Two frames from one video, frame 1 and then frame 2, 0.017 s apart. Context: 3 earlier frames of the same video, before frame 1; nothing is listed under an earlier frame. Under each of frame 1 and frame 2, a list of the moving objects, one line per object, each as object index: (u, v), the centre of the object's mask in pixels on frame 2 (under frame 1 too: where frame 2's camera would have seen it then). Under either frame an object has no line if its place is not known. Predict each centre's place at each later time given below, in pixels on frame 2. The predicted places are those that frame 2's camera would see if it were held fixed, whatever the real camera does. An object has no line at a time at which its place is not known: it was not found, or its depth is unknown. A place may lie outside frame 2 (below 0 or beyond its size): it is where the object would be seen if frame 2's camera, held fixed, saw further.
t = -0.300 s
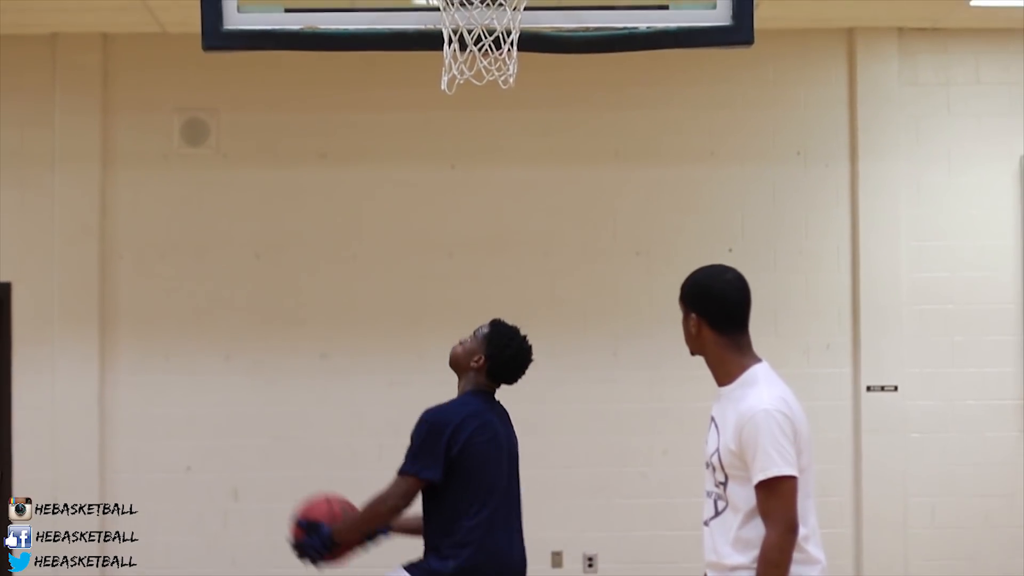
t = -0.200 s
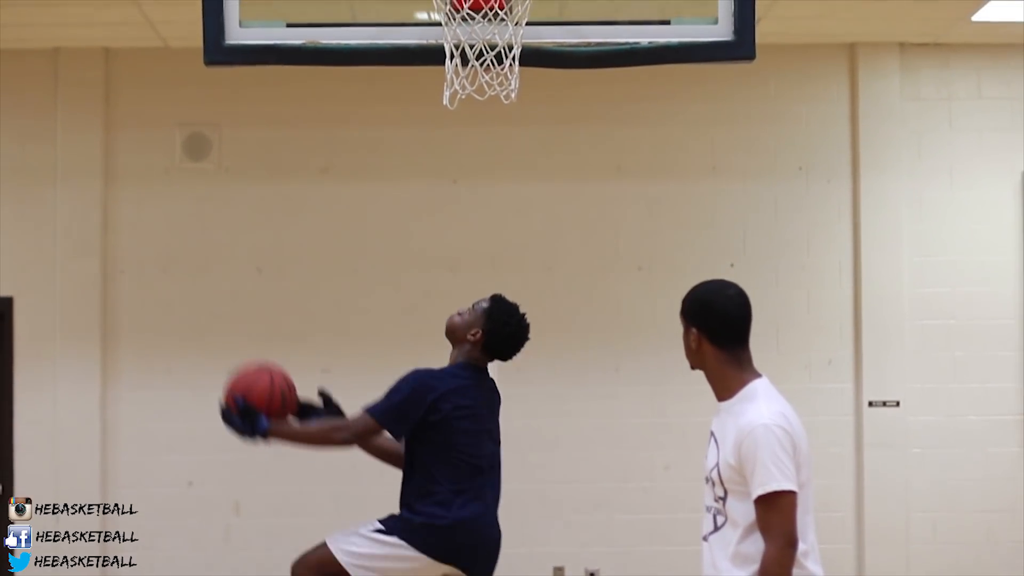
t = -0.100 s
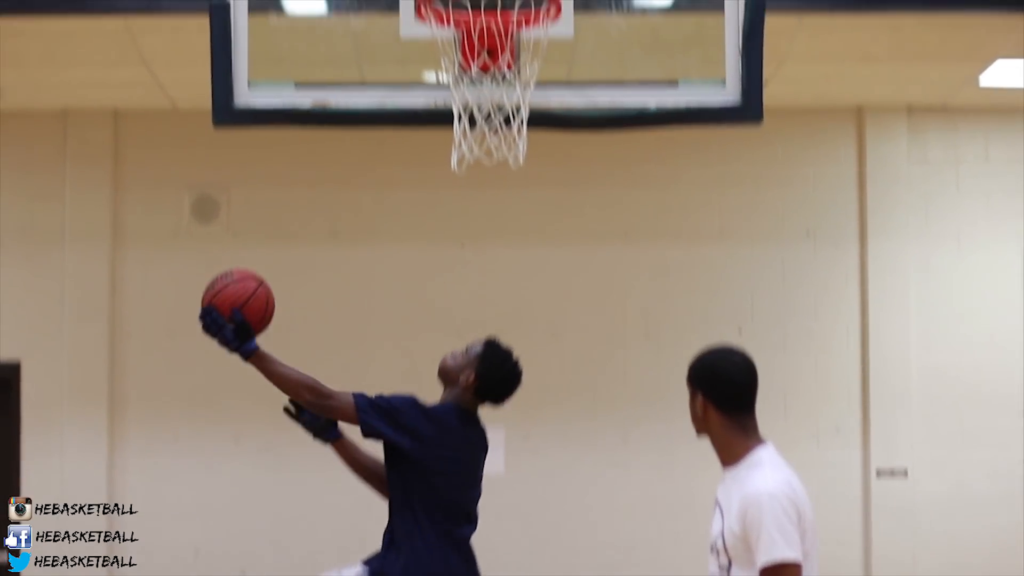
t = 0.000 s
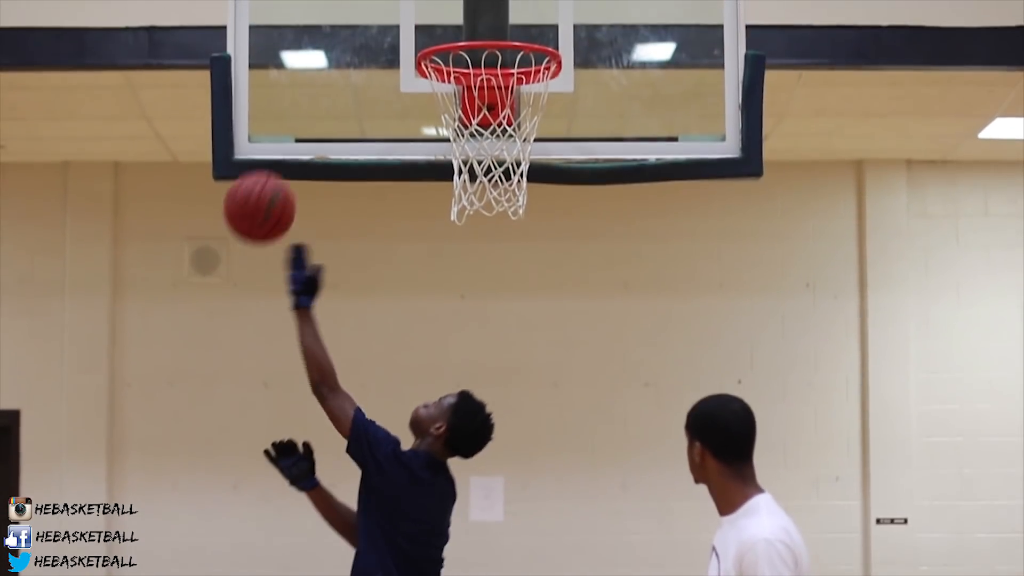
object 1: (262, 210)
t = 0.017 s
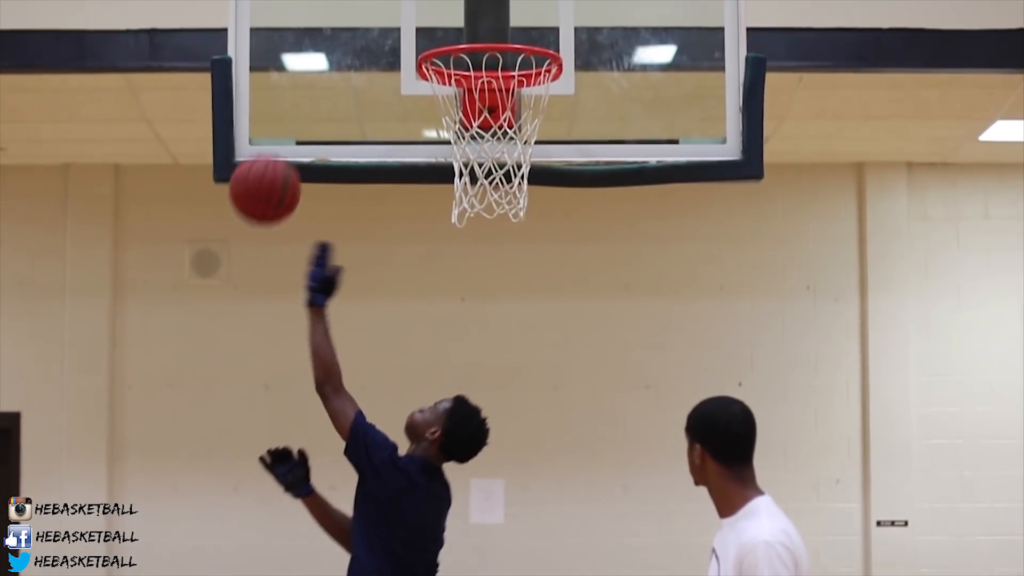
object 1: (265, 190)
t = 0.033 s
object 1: (270, 167)
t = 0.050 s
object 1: (276, 147)
